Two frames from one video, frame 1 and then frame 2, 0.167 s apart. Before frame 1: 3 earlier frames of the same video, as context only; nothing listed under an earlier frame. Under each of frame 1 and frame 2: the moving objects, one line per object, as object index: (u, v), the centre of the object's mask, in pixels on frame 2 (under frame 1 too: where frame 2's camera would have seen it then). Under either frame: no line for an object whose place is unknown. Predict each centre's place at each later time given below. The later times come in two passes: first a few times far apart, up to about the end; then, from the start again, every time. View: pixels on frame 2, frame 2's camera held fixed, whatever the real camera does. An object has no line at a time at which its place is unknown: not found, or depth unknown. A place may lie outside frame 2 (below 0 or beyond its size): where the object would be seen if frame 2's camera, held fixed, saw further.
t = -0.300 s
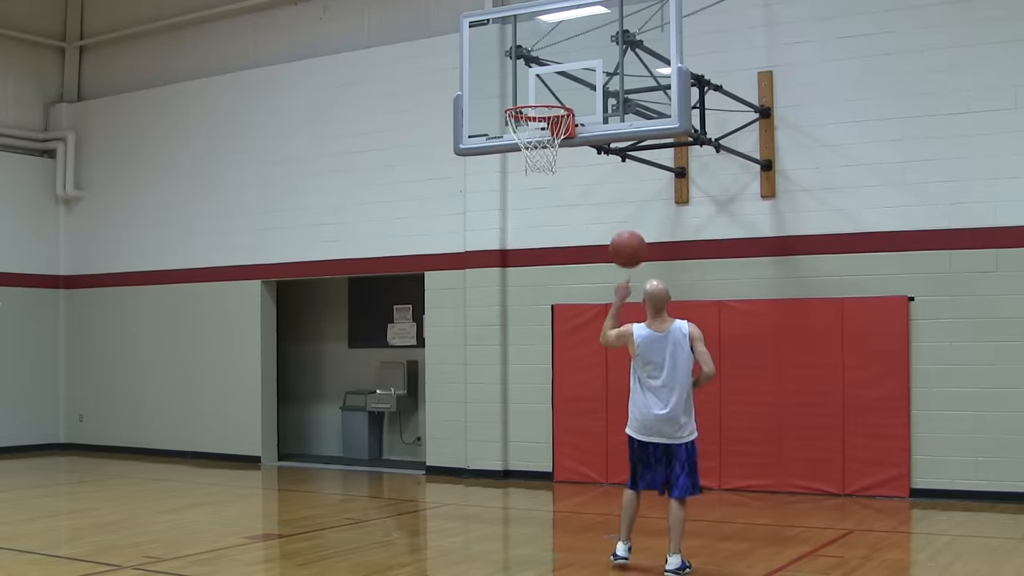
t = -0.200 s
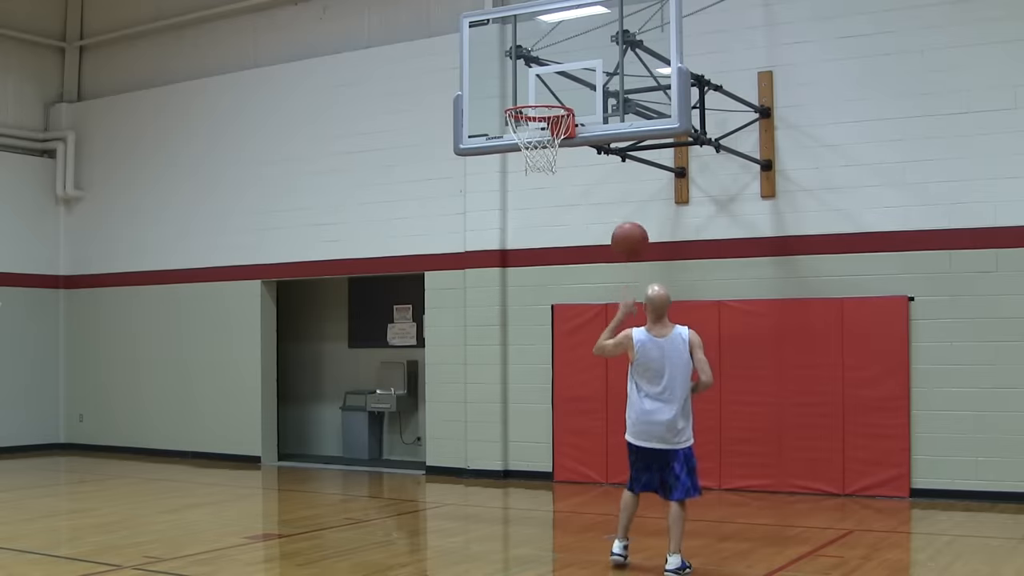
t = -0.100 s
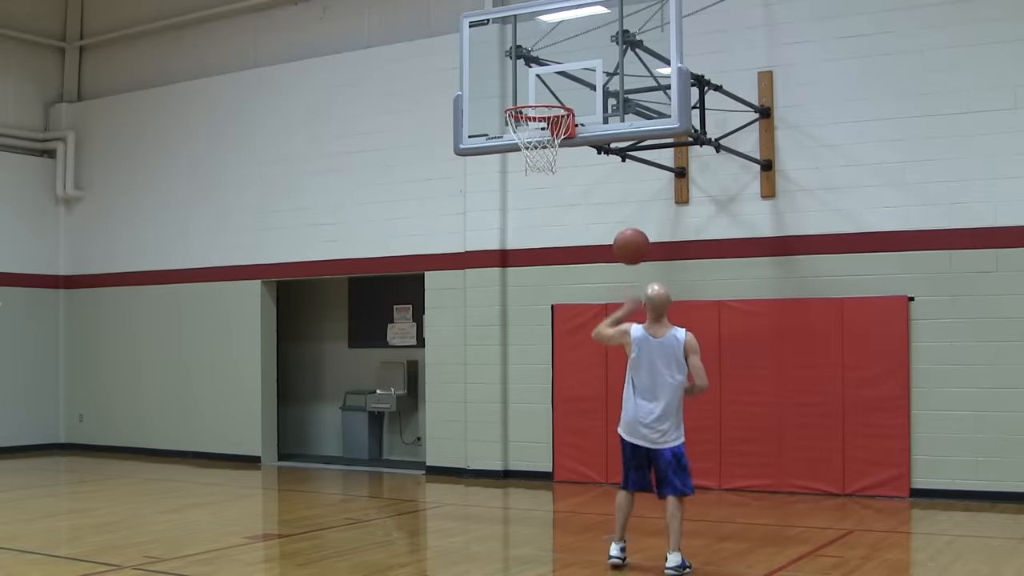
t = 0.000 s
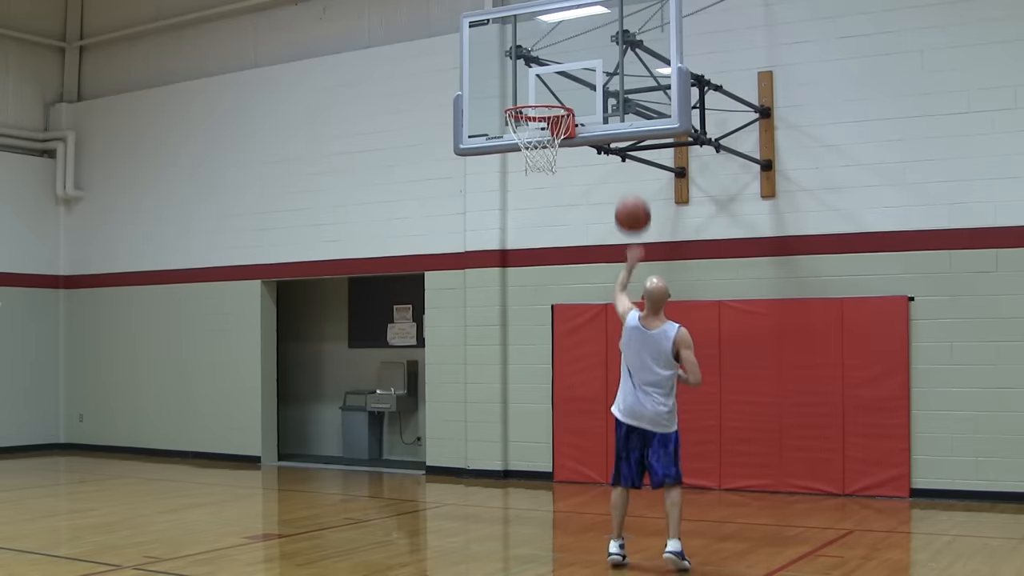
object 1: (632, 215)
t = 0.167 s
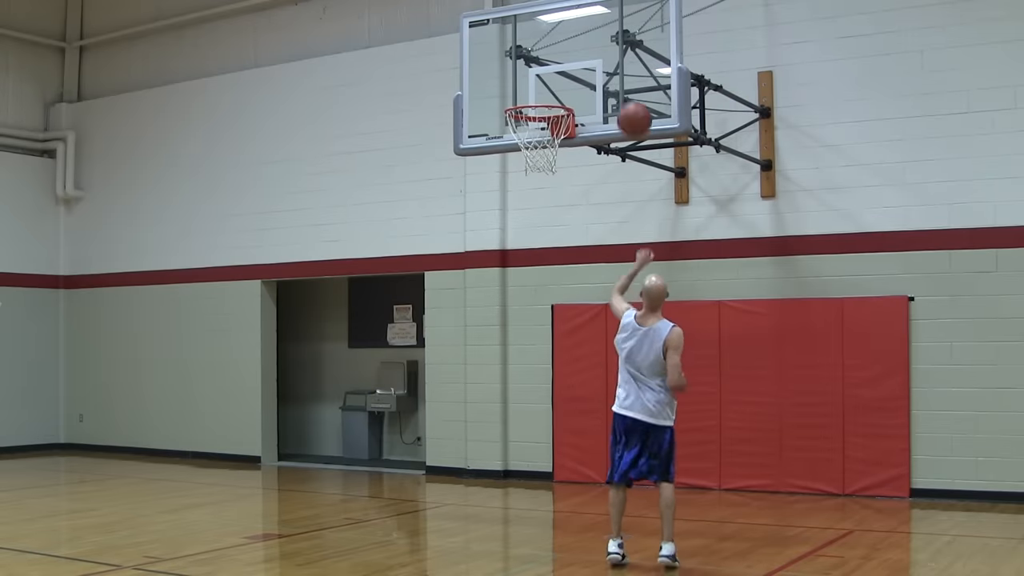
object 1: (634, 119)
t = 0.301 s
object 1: (635, 74)
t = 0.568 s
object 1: (561, 82)
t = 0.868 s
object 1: (518, 145)
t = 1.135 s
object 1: (534, 167)
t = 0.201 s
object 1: (635, 105)
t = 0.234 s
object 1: (635, 94)
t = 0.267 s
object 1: (635, 83)
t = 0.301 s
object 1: (635, 74)
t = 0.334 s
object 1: (629, 69)
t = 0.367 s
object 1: (619, 67)
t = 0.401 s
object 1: (609, 66)
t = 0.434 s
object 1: (599, 66)
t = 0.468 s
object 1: (590, 68)
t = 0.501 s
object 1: (580, 71)
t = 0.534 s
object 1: (571, 76)
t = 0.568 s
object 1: (561, 82)
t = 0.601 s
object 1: (551, 90)
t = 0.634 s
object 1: (542, 99)
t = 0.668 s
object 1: (537, 98)
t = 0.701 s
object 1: (533, 113)
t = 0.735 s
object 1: (528, 122)
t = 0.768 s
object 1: (523, 130)
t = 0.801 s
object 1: (519, 140)
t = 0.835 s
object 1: (518, 145)
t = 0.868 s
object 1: (518, 145)
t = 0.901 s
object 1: (518, 146)
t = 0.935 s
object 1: (519, 146)
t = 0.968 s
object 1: (521, 148)
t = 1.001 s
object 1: (522, 150)
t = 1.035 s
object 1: (525, 153)
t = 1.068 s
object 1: (528, 157)
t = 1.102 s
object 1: (531, 160)
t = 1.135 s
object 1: (534, 167)
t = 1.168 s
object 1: (537, 178)
